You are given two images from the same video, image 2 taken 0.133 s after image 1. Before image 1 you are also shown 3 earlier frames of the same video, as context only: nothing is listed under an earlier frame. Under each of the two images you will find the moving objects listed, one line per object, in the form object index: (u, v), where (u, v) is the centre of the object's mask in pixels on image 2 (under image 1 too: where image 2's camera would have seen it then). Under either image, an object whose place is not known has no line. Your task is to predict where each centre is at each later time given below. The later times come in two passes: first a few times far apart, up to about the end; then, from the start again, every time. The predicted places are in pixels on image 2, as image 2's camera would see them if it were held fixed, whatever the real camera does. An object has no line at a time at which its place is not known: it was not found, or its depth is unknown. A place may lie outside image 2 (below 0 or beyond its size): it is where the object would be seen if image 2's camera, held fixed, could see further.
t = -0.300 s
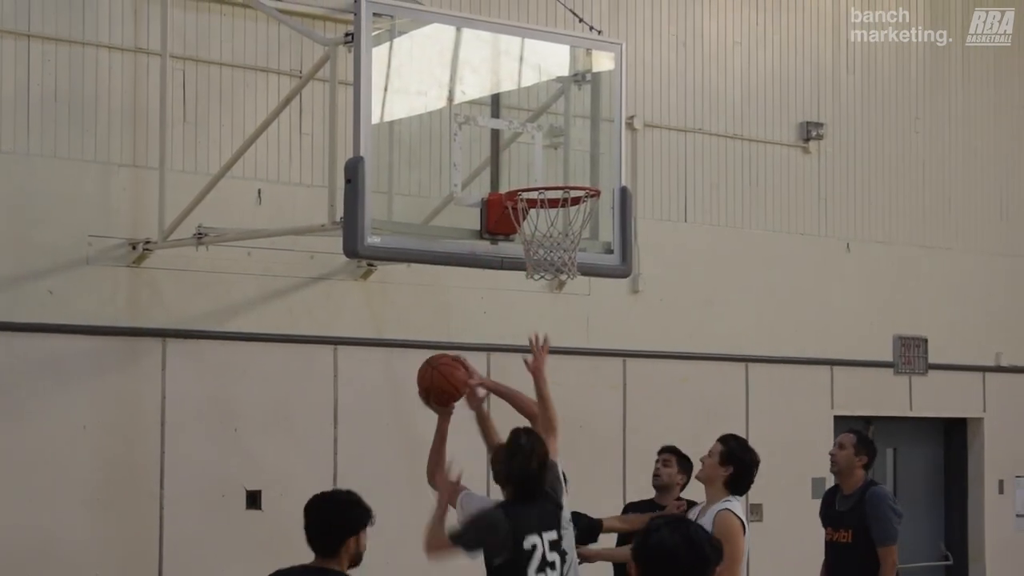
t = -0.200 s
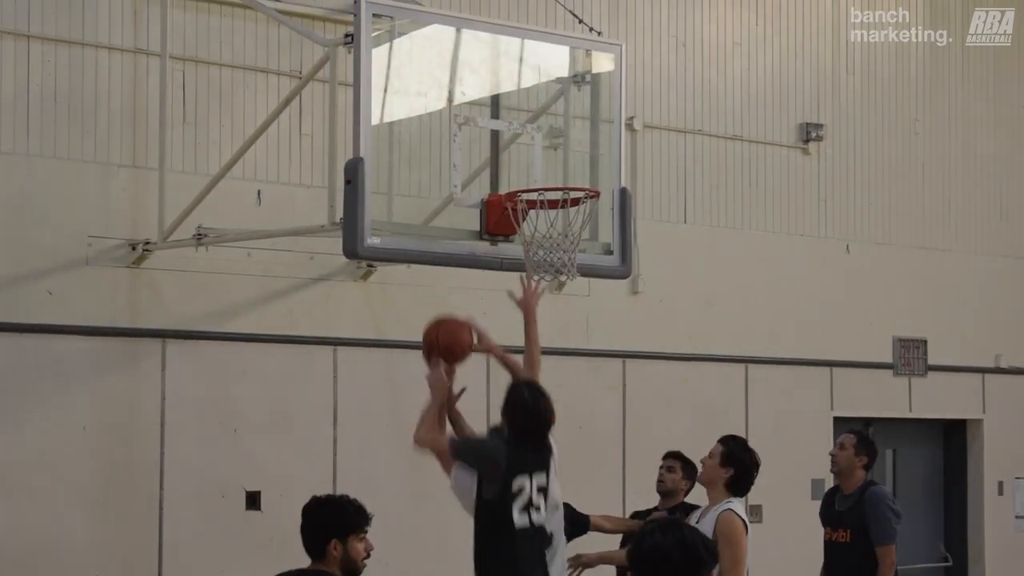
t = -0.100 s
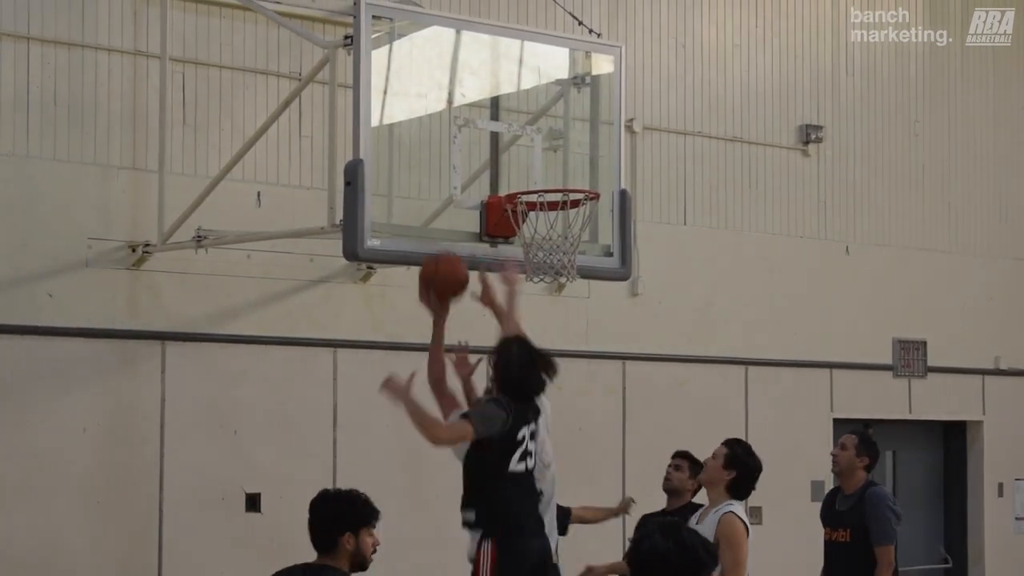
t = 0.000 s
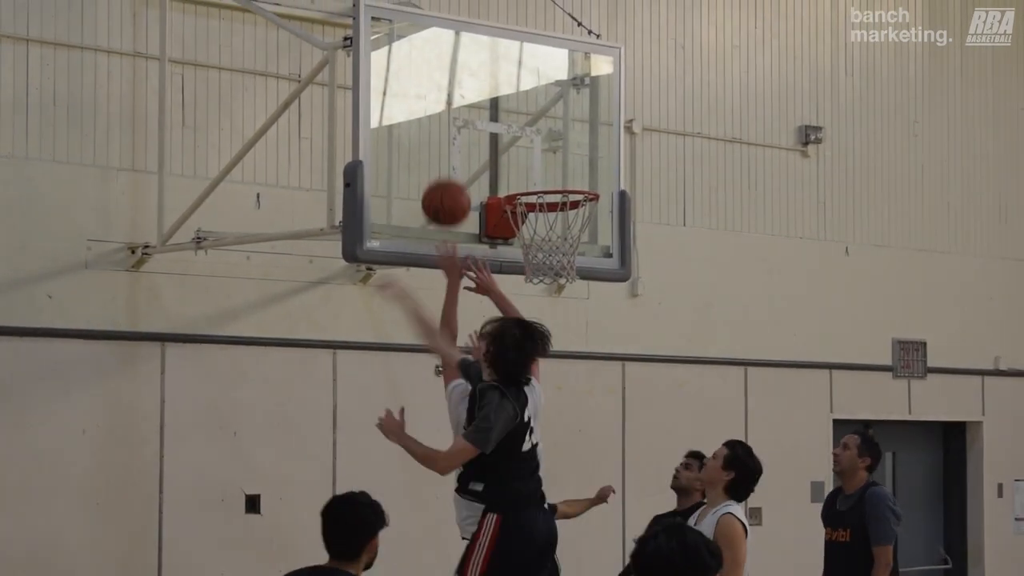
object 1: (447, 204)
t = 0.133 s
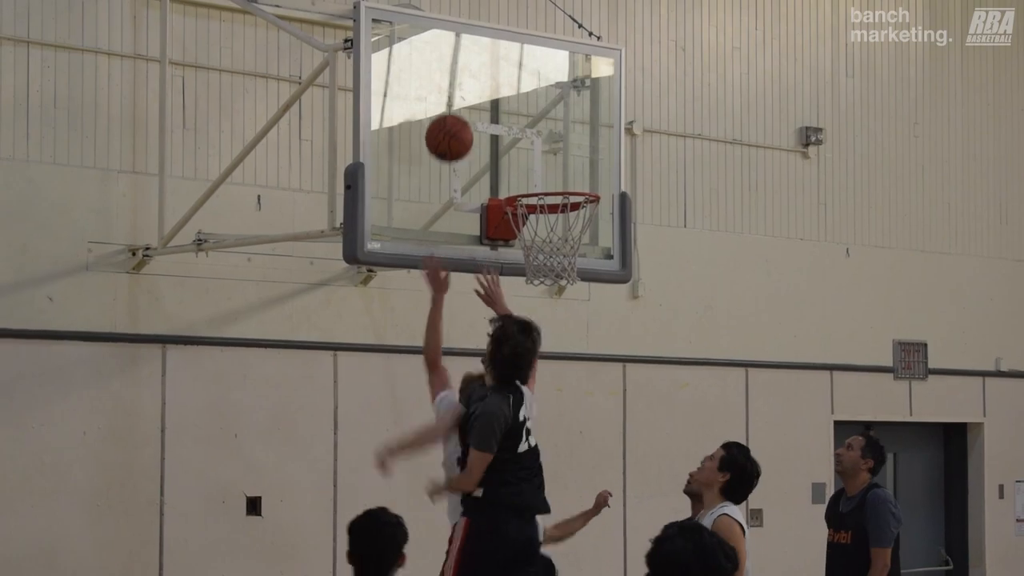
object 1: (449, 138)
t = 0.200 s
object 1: (465, 124)
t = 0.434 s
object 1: (544, 150)
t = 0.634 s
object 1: (570, 166)
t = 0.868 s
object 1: (577, 175)
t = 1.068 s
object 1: (567, 230)
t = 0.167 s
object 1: (454, 129)
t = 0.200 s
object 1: (465, 124)
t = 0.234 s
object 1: (476, 121)
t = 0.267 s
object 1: (487, 121)
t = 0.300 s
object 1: (499, 122)
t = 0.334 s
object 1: (510, 125)
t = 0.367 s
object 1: (521, 131)
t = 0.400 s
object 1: (532, 140)
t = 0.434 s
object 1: (544, 150)
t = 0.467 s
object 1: (554, 162)
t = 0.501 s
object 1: (561, 168)
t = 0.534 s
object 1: (563, 164)
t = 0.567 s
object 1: (566, 163)
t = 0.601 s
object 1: (568, 163)
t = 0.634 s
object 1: (570, 166)
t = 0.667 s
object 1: (573, 169)
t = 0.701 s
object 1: (575, 169)
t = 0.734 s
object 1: (576, 170)
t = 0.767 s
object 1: (577, 171)
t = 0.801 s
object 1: (578, 172)
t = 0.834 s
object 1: (578, 173)
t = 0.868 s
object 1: (577, 175)
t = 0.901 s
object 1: (576, 178)
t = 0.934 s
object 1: (574, 180)
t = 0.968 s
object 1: (571, 184)
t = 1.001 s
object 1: (570, 205)
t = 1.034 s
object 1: (569, 218)
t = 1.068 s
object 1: (567, 230)
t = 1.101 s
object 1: (564, 243)
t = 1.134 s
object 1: (561, 256)
